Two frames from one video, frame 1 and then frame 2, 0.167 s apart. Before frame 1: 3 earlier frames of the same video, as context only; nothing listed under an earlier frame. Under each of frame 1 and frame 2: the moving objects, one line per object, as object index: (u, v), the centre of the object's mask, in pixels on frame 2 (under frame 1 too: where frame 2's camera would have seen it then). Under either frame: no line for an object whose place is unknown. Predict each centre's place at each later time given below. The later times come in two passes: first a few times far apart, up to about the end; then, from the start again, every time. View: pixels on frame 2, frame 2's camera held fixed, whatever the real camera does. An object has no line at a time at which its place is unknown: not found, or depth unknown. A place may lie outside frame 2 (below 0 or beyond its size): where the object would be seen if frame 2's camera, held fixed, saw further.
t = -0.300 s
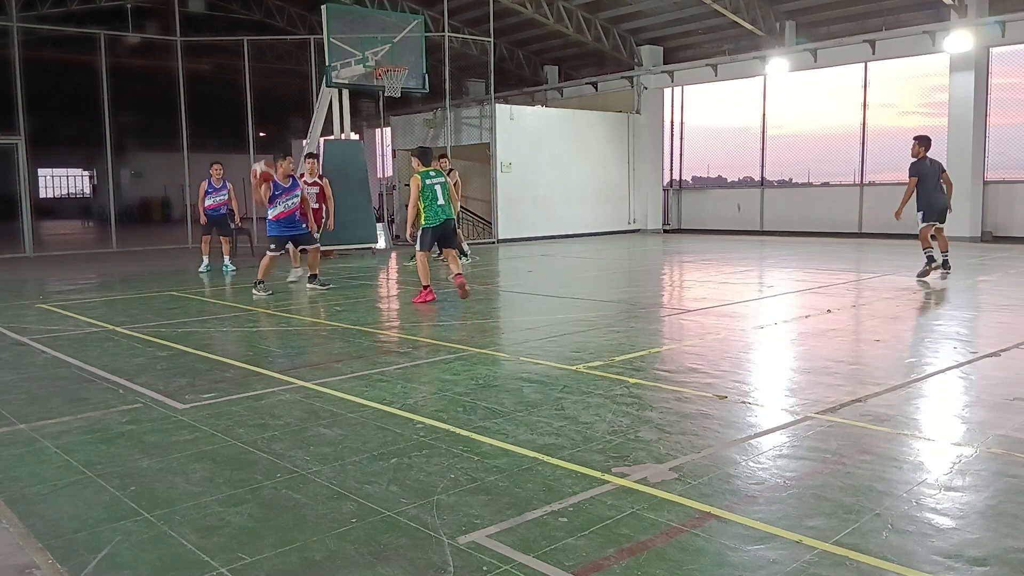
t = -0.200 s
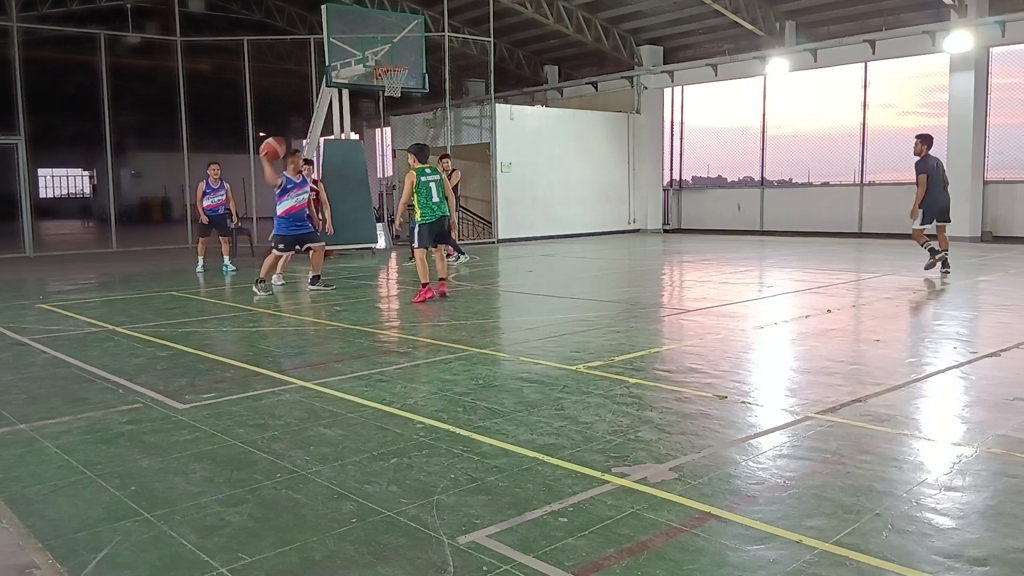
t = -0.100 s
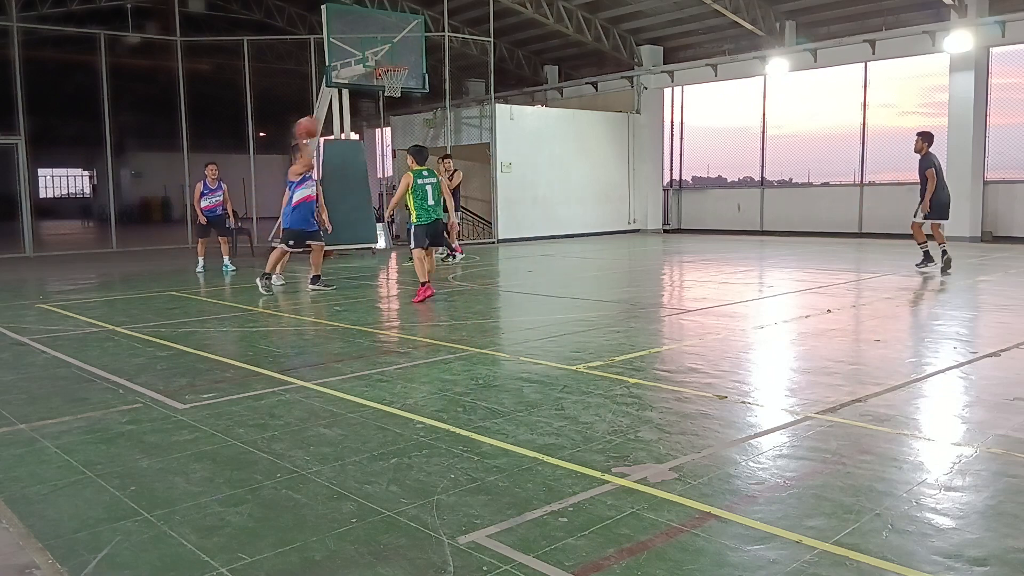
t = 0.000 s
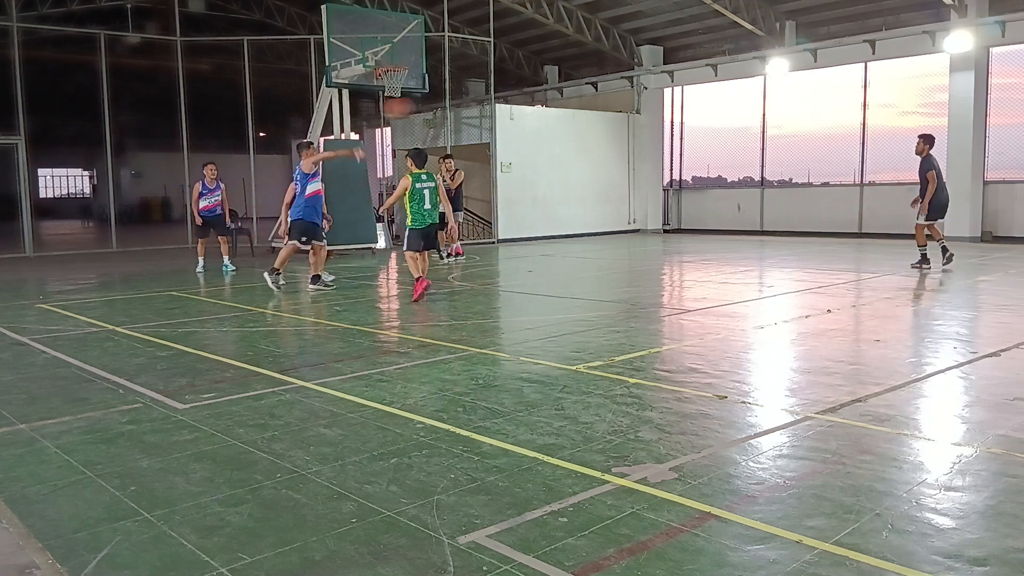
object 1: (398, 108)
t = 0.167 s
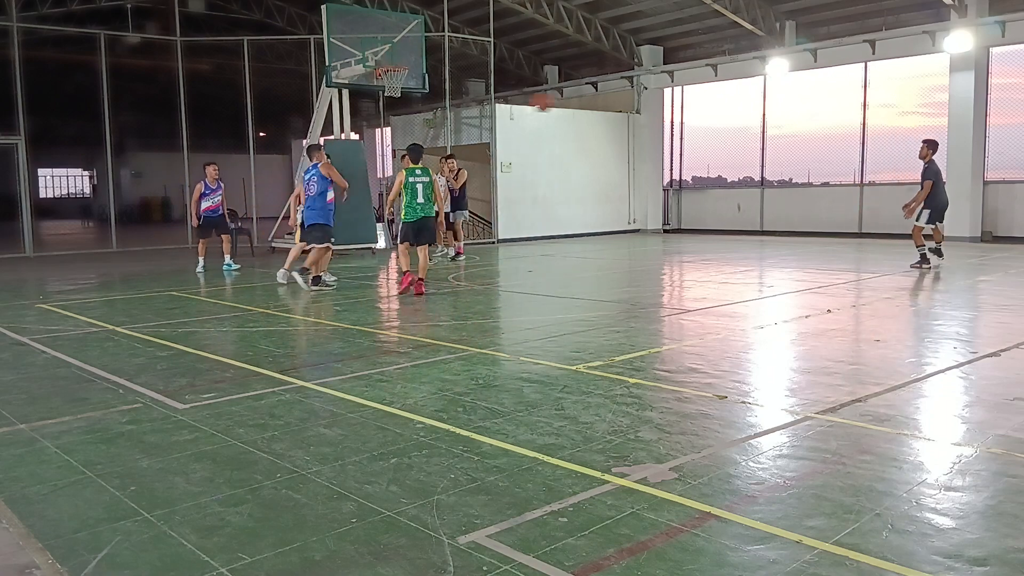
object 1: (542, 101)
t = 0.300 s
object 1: (647, 113)
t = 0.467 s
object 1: (765, 142)
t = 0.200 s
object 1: (570, 103)
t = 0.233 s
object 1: (596, 105)
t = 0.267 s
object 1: (623, 109)
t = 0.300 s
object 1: (647, 113)
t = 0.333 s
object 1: (672, 118)
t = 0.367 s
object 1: (696, 123)
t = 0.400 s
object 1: (720, 129)
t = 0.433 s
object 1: (741, 134)
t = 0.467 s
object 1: (765, 142)
